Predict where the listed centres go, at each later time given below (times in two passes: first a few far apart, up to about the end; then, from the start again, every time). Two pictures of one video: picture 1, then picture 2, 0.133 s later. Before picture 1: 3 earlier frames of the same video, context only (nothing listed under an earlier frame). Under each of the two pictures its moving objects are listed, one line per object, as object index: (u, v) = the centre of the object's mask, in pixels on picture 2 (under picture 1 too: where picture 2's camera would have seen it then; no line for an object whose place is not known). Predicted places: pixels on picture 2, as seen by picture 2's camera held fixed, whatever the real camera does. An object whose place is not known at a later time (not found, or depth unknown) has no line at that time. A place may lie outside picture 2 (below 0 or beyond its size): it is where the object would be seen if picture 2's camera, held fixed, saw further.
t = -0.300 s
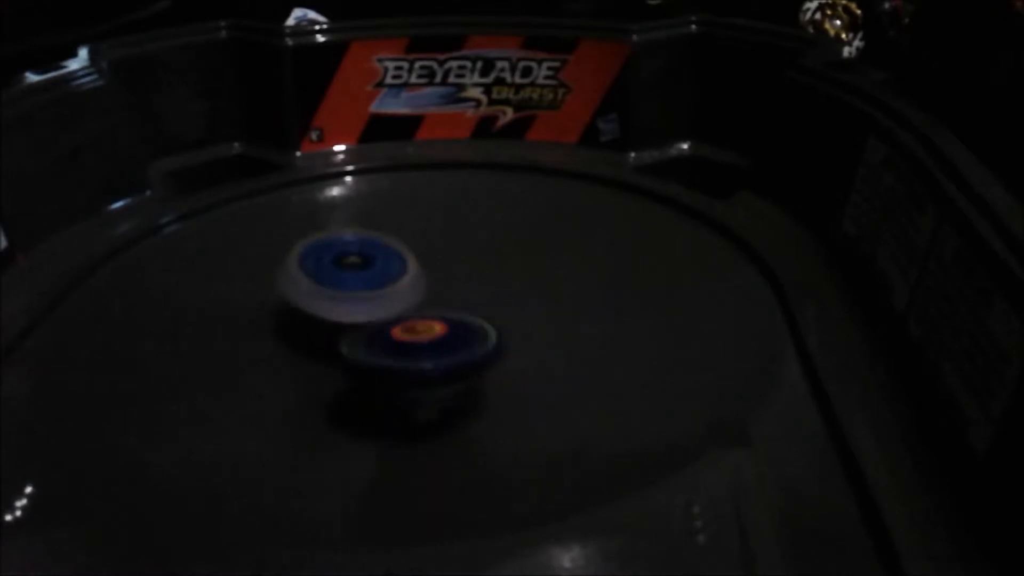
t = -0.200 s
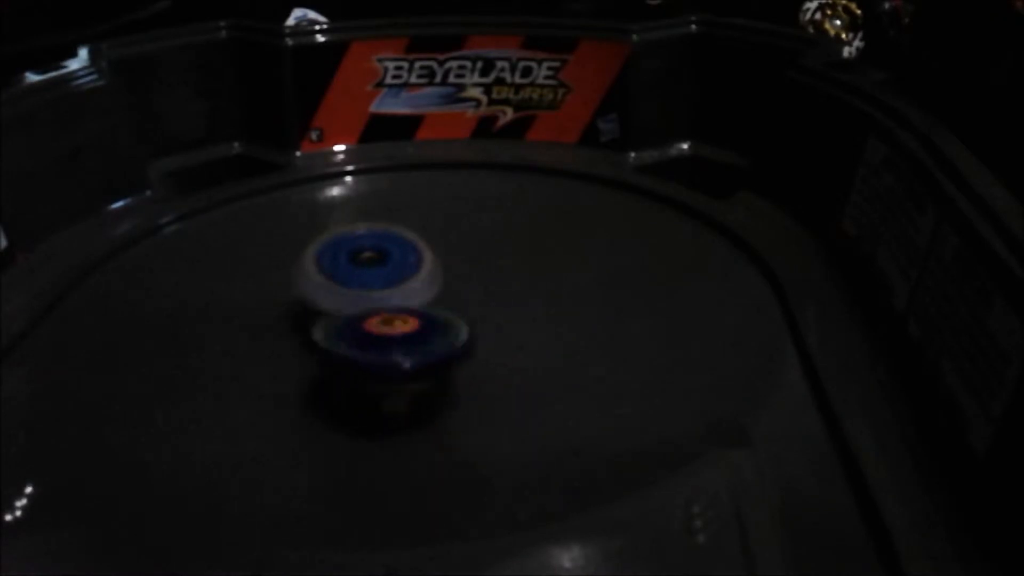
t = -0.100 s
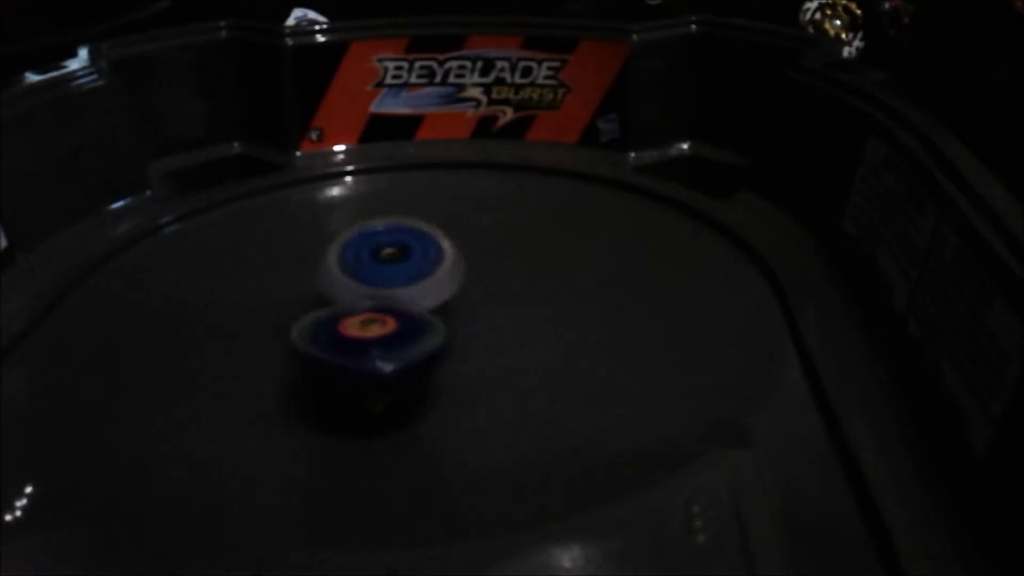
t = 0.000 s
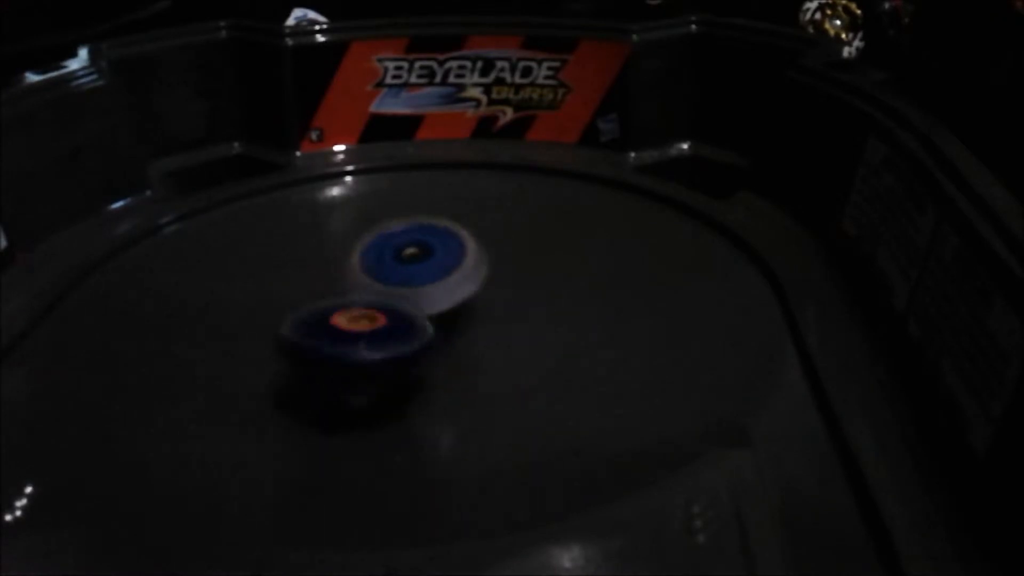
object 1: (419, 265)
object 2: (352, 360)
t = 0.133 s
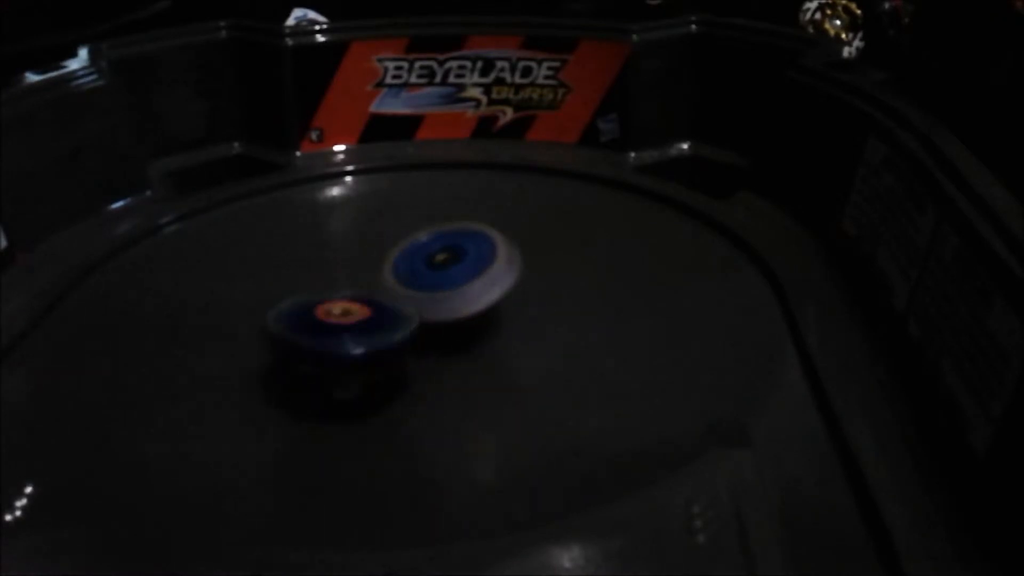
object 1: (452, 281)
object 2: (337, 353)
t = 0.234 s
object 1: (466, 295)
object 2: (326, 348)
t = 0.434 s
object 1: (479, 323)
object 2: (318, 334)
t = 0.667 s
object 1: (455, 360)
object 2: (366, 294)
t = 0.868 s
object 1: (414, 378)
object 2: (419, 238)
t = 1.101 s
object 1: (379, 359)
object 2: (364, 234)
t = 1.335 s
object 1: (412, 311)
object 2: (389, 230)
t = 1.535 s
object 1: (477, 315)
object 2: (422, 236)
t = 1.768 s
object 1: (509, 343)
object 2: (415, 260)
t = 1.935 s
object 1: (486, 358)
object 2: (376, 263)
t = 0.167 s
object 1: (458, 286)
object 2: (332, 351)
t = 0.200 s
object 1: (461, 290)
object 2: (328, 351)
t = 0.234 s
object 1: (466, 295)
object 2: (326, 348)
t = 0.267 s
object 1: (469, 300)
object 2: (324, 348)
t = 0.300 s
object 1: (472, 303)
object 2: (328, 342)
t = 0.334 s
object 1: (474, 308)
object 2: (327, 341)
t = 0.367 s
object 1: (476, 313)
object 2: (327, 339)
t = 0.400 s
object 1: (478, 318)
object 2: (318, 337)
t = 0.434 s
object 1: (479, 323)
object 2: (318, 334)
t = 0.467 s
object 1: (475, 327)
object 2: (320, 332)
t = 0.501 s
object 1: (473, 331)
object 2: (325, 327)
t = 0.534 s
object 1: (469, 335)
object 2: (326, 326)
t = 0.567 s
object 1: (463, 339)
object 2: (326, 326)
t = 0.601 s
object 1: (463, 342)
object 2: (337, 319)
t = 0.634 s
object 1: (461, 350)
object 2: (351, 306)
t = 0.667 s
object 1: (455, 360)
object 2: (366, 294)
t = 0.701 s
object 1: (448, 366)
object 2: (390, 280)
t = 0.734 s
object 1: (444, 370)
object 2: (406, 270)
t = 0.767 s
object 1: (439, 372)
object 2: (416, 265)
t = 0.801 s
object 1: (431, 376)
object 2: (421, 256)
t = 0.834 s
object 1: (422, 378)
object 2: (423, 245)
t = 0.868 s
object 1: (414, 378)
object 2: (419, 238)
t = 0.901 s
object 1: (408, 379)
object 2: (412, 233)
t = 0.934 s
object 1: (401, 377)
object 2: (404, 230)
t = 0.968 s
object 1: (395, 375)
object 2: (392, 227)
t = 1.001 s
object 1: (389, 373)
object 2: (383, 228)
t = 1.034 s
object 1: (385, 369)
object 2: (375, 229)
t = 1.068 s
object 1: (380, 364)
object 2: (369, 231)
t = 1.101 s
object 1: (379, 359)
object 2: (364, 234)
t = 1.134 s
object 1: (377, 352)
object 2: (360, 237)
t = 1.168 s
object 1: (379, 347)
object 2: (356, 238)
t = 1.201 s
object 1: (381, 341)
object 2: (351, 238)
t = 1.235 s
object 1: (385, 332)
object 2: (347, 237)
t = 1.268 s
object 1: (390, 326)
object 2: (344, 237)
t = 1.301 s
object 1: (397, 320)
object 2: (352, 237)
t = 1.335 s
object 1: (412, 311)
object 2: (389, 230)
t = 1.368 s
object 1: (423, 306)
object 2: (408, 223)
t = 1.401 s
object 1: (432, 309)
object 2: (416, 222)
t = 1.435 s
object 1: (444, 311)
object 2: (422, 226)
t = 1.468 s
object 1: (454, 312)
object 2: (426, 225)
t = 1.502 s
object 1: (465, 313)
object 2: (422, 232)
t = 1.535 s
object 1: (477, 315)
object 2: (422, 236)
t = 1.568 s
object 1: (485, 318)
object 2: (424, 239)
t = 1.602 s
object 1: (492, 322)
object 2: (426, 243)
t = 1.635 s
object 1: (499, 325)
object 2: (427, 245)
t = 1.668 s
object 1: (504, 330)
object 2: (428, 248)
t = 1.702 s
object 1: (508, 334)
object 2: (426, 253)
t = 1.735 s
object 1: (510, 339)
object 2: (422, 258)
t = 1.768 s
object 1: (509, 343)
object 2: (415, 260)
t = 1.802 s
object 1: (507, 346)
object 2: (407, 262)
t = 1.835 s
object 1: (505, 350)
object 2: (398, 264)
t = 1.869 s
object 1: (499, 353)
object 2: (390, 264)
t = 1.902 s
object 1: (493, 355)
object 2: (383, 264)
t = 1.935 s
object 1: (486, 358)
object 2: (376, 263)
